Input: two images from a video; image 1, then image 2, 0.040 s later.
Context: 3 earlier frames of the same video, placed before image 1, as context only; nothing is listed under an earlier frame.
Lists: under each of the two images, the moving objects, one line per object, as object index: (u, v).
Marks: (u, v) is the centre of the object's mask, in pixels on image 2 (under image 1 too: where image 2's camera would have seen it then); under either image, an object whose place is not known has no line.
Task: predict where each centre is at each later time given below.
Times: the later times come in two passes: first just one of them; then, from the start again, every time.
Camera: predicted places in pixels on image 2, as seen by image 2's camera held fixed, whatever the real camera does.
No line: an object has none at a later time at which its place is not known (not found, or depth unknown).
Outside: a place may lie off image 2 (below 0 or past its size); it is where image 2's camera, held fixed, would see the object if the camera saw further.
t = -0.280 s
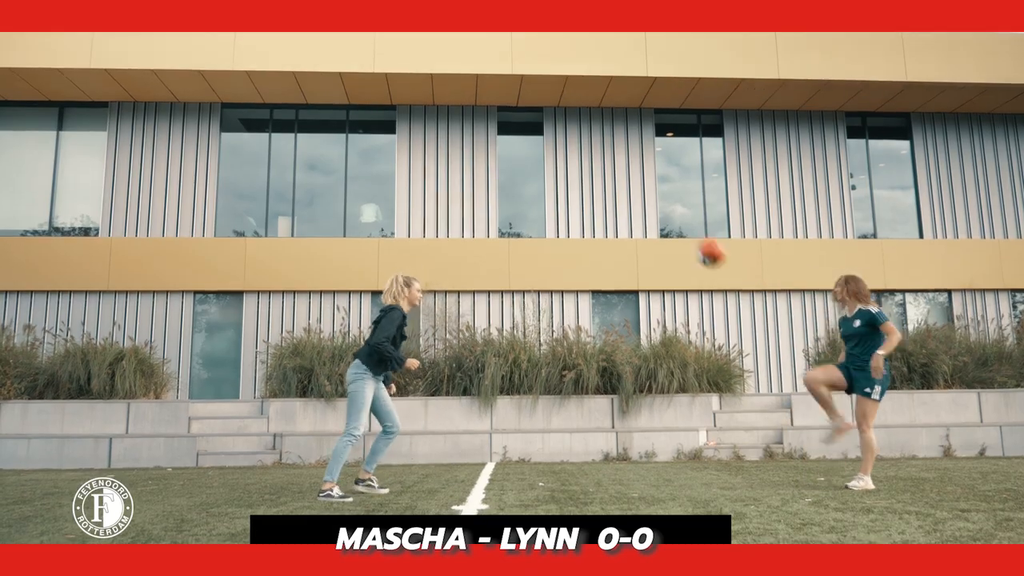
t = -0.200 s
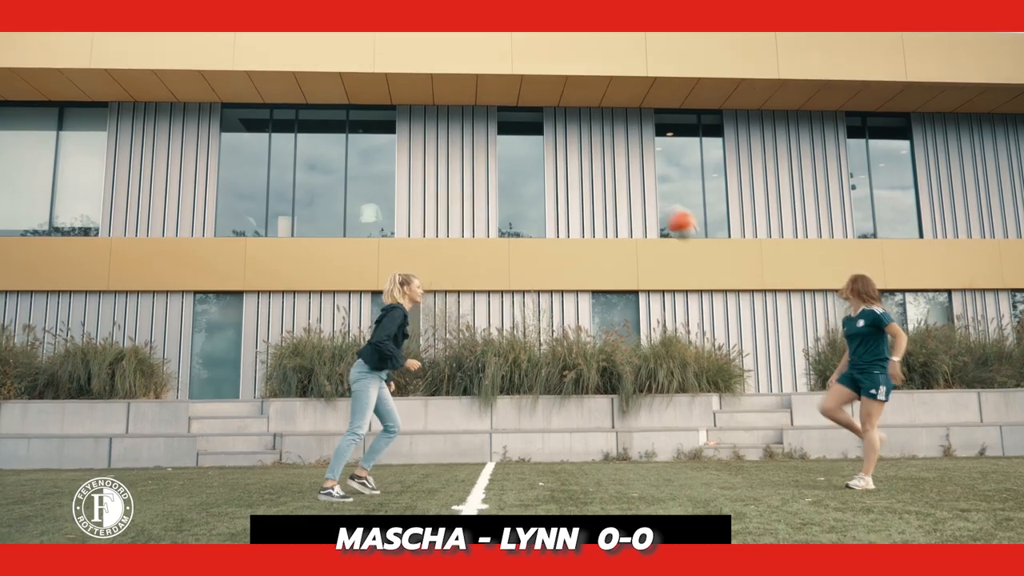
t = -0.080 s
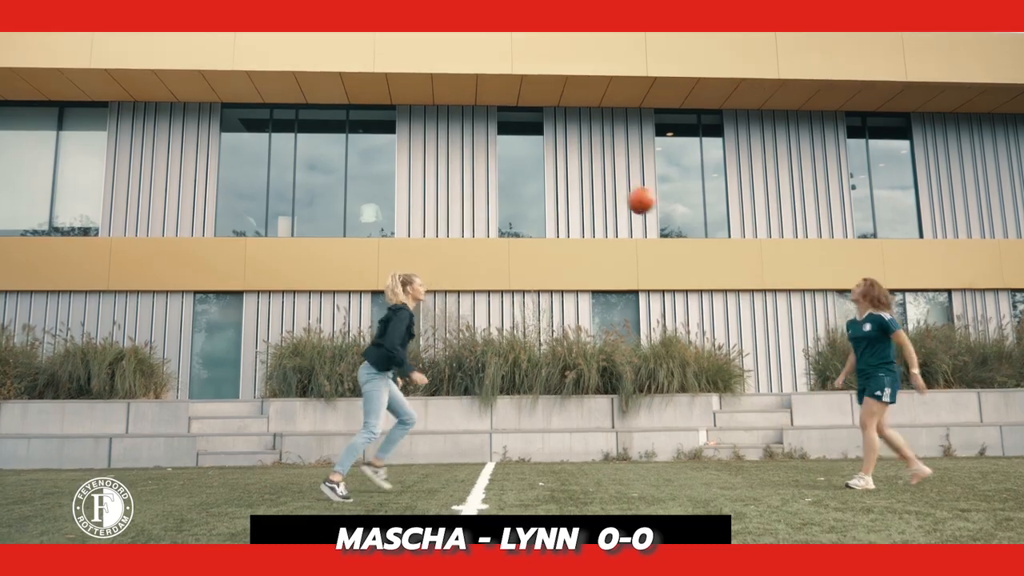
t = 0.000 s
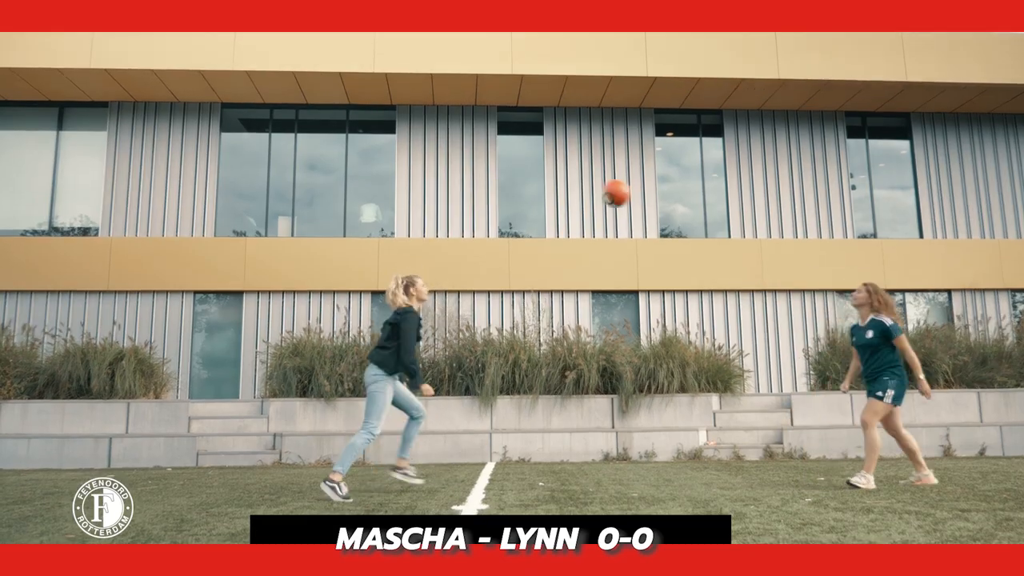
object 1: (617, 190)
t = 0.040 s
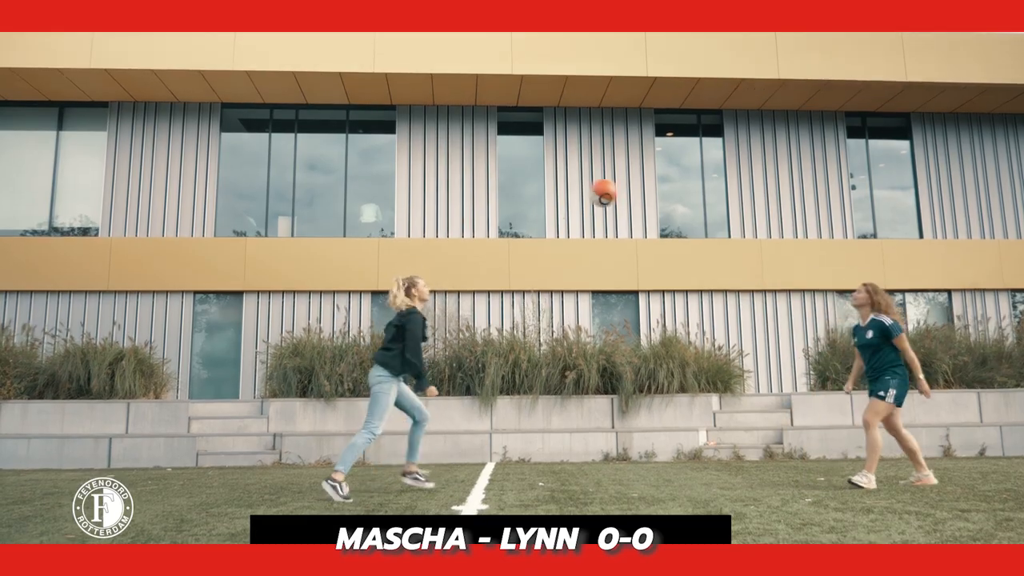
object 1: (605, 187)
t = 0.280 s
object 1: (532, 226)
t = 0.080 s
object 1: (591, 189)
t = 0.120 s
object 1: (576, 193)
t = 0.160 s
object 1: (565, 199)
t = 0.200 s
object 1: (554, 206)
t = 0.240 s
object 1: (542, 216)
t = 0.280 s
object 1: (532, 226)
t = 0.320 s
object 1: (521, 236)
